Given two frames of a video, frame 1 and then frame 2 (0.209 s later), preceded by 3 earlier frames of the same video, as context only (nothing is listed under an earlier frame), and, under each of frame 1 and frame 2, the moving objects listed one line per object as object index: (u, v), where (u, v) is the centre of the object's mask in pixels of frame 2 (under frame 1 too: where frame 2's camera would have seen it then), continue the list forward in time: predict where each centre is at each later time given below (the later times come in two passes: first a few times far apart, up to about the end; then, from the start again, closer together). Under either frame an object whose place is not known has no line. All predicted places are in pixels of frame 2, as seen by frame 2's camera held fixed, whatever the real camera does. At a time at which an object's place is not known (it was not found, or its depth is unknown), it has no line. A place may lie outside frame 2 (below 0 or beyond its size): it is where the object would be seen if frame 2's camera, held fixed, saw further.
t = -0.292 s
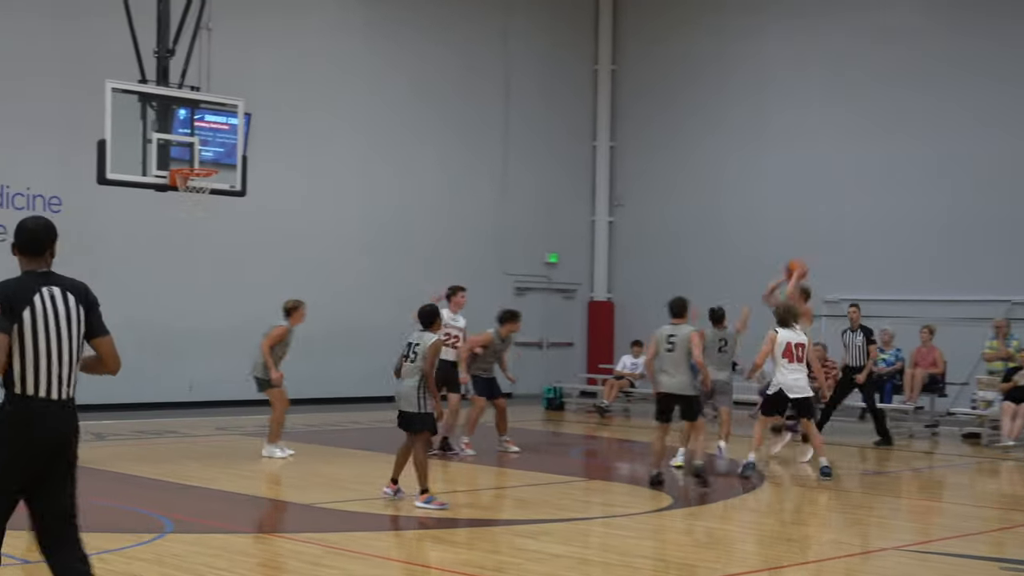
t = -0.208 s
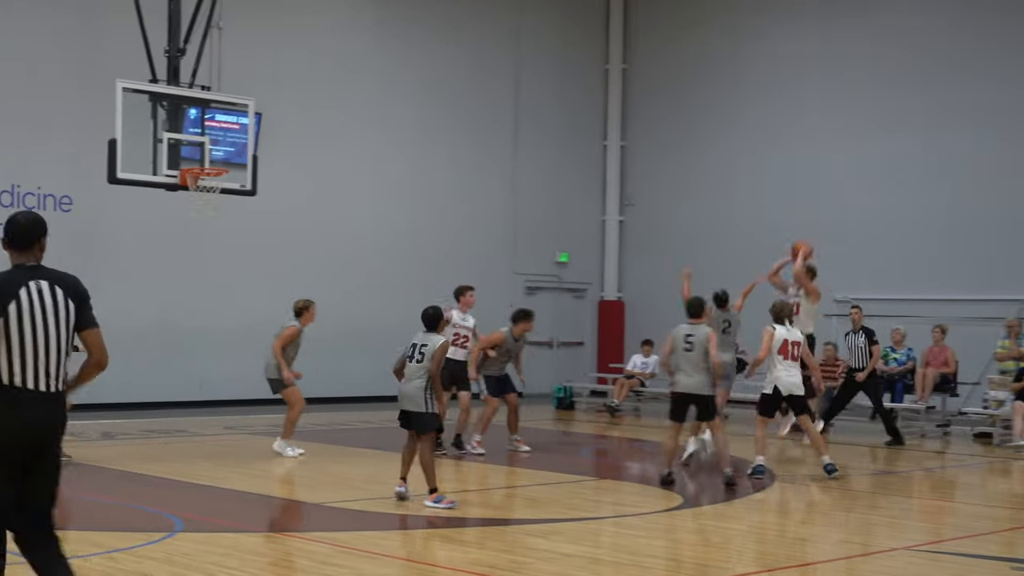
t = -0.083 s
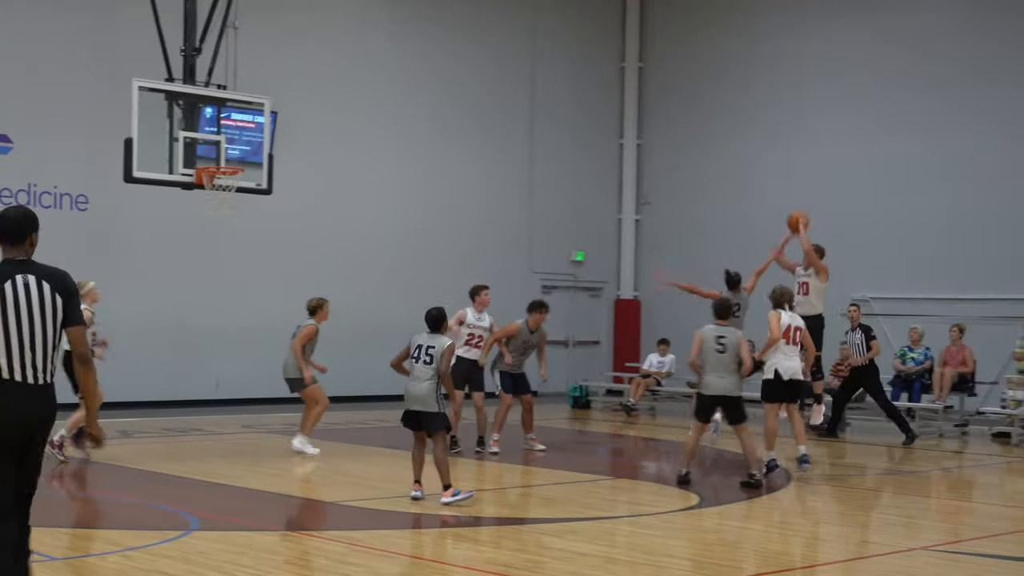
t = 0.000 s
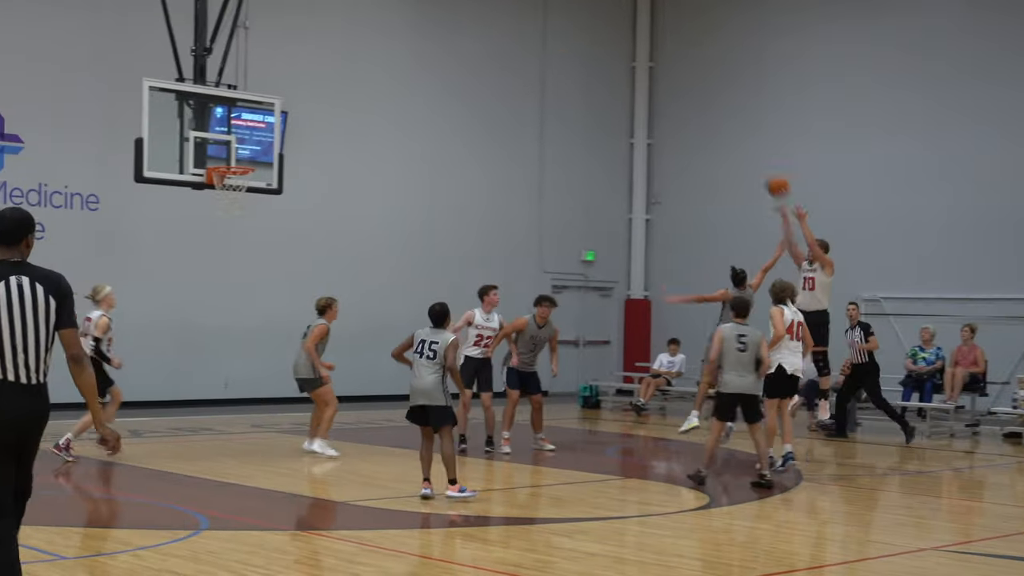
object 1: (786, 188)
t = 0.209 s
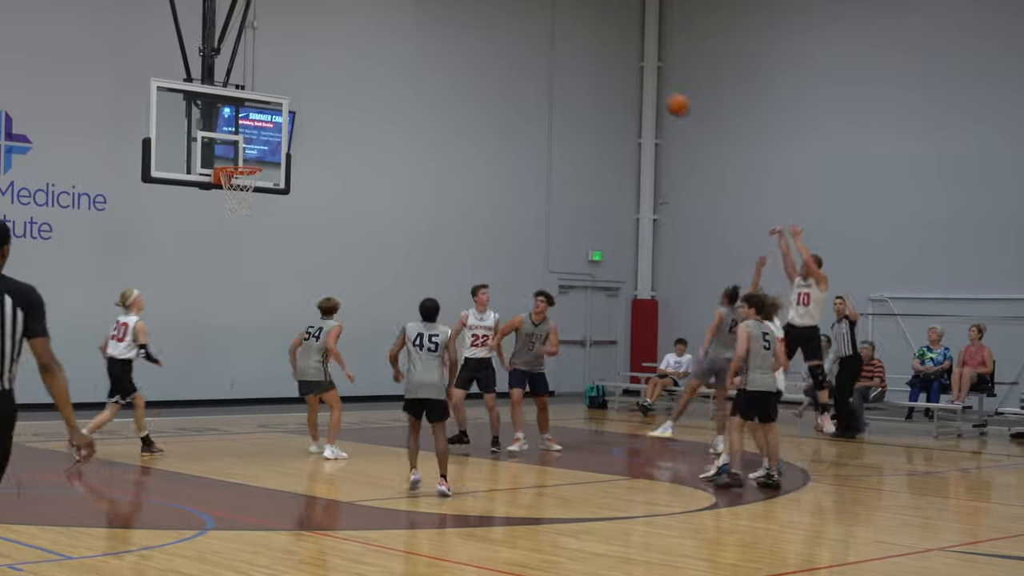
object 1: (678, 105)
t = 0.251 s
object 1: (657, 93)
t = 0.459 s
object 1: (550, 58)
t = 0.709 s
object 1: (422, 66)
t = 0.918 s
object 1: (313, 114)
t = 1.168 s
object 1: (218, 200)
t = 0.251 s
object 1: (657, 93)
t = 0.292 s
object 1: (636, 83)
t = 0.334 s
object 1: (614, 74)
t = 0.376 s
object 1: (594, 67)
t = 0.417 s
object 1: (572, 62)
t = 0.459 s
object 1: (550, 58)
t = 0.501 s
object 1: (528, 55)
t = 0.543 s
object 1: (507, 54)
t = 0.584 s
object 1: (486, 55)
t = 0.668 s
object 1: (443, 61)
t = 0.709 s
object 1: (422, 66)
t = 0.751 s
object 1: (399, 72)
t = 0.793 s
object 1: (378, 81)
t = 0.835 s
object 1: (356, 90)
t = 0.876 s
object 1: (335, 101)
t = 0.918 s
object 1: (313, 114)
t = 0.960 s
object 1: (293, 128)
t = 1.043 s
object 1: (248, 160)
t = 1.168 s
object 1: (218, 200)
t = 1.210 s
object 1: (215, 207)
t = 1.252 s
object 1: (213, 217)
